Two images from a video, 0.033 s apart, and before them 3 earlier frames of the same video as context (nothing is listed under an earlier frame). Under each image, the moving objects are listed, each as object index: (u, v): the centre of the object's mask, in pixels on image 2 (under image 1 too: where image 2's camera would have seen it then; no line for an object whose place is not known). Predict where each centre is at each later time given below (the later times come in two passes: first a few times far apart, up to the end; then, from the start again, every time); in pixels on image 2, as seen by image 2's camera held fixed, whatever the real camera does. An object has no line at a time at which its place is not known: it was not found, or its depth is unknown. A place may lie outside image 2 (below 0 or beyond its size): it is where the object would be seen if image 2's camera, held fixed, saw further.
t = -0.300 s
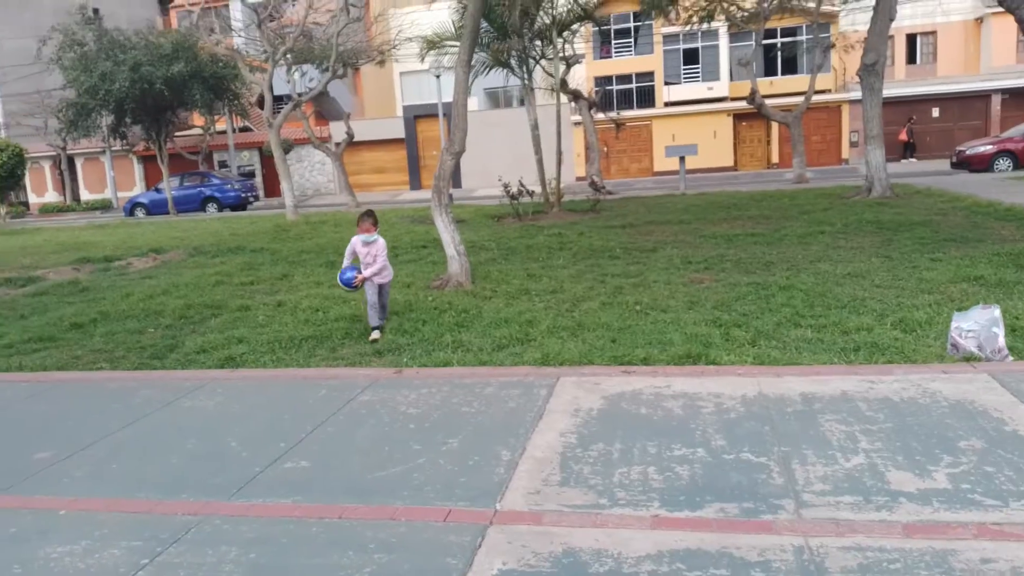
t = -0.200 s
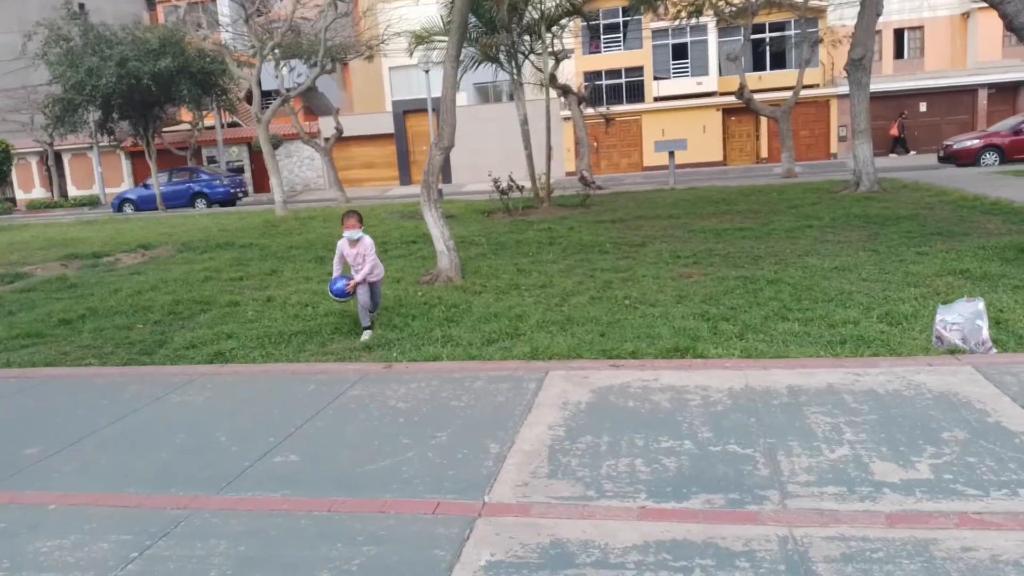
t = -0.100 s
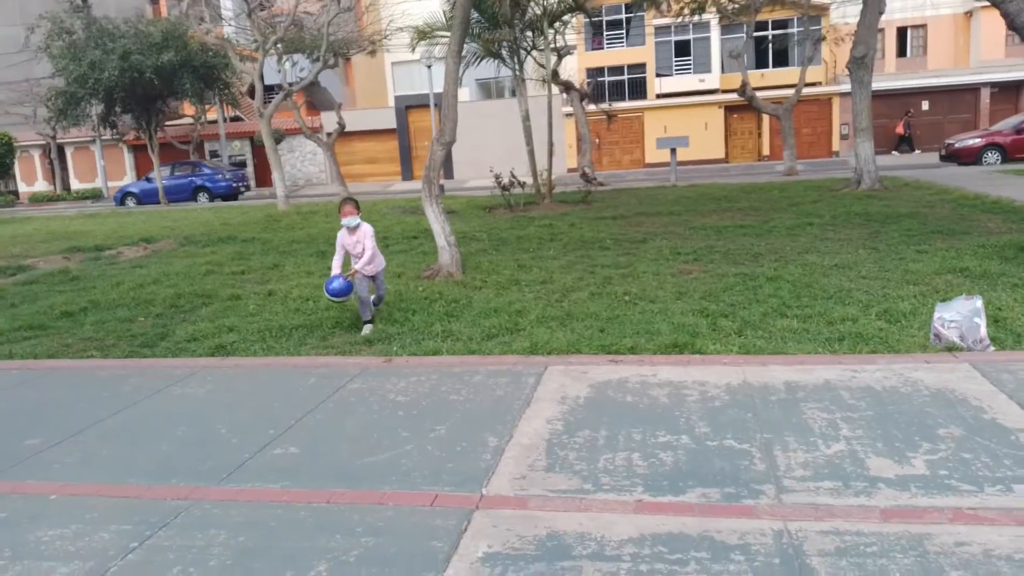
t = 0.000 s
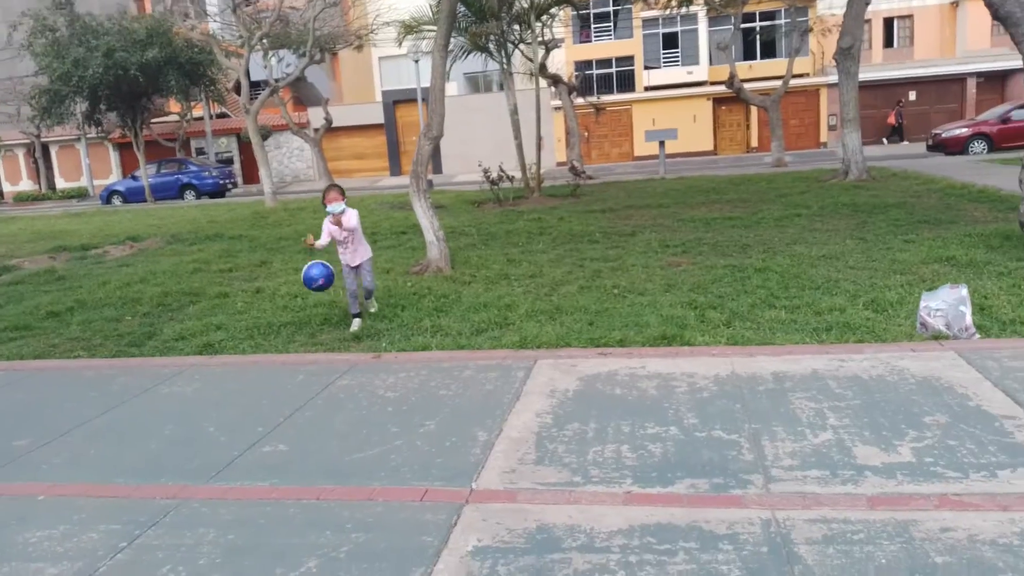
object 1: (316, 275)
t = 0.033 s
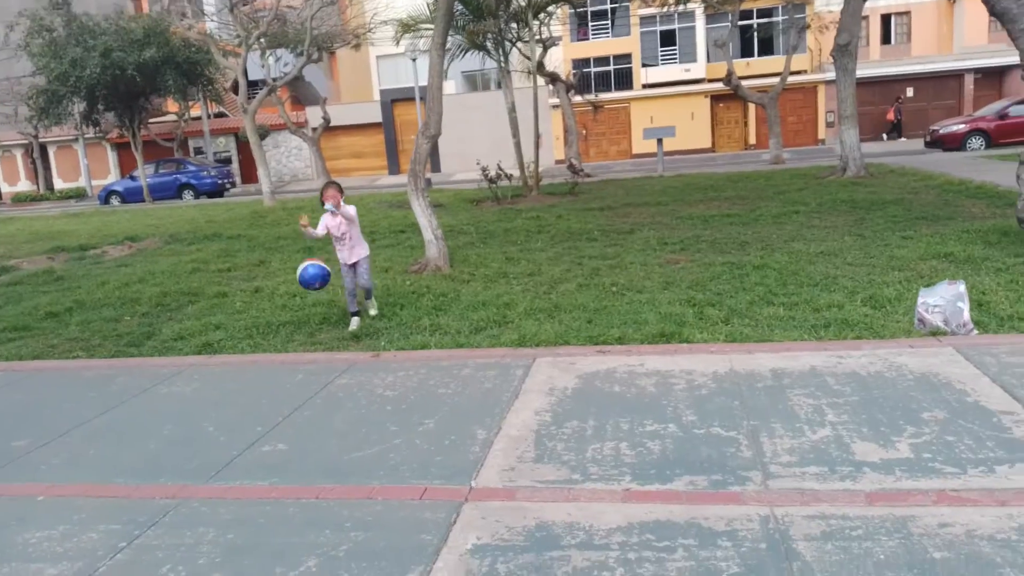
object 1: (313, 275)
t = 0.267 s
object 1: (294, 323)
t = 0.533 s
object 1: (262, 395)
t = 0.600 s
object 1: (251, 398)
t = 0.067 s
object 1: (311, 275)
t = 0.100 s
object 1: (307, 278)
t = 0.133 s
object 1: (305, 282)
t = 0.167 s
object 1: (301, 289)
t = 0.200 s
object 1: (298, 297)
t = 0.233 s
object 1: (296, 309)
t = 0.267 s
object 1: (294, 323)
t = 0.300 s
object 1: (291, 340)
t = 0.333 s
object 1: (289, 361)
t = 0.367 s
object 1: (287, 385)
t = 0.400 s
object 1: (284, 414)
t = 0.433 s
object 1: (279, 409)
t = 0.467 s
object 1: (274, 402)
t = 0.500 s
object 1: (269, 397)
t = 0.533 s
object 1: (262, 395)
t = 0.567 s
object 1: (257, 395)
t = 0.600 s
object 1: (251, 398)
